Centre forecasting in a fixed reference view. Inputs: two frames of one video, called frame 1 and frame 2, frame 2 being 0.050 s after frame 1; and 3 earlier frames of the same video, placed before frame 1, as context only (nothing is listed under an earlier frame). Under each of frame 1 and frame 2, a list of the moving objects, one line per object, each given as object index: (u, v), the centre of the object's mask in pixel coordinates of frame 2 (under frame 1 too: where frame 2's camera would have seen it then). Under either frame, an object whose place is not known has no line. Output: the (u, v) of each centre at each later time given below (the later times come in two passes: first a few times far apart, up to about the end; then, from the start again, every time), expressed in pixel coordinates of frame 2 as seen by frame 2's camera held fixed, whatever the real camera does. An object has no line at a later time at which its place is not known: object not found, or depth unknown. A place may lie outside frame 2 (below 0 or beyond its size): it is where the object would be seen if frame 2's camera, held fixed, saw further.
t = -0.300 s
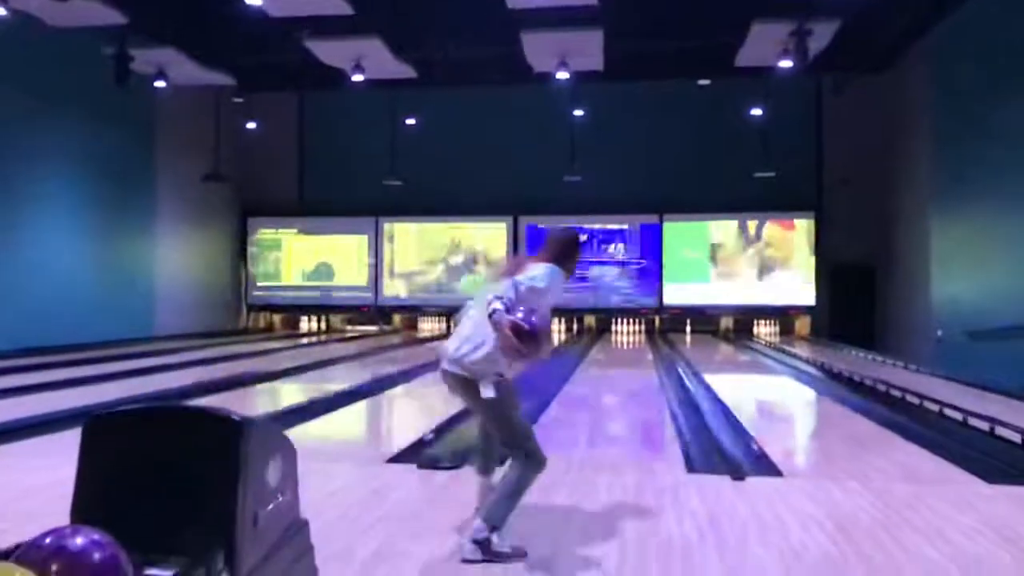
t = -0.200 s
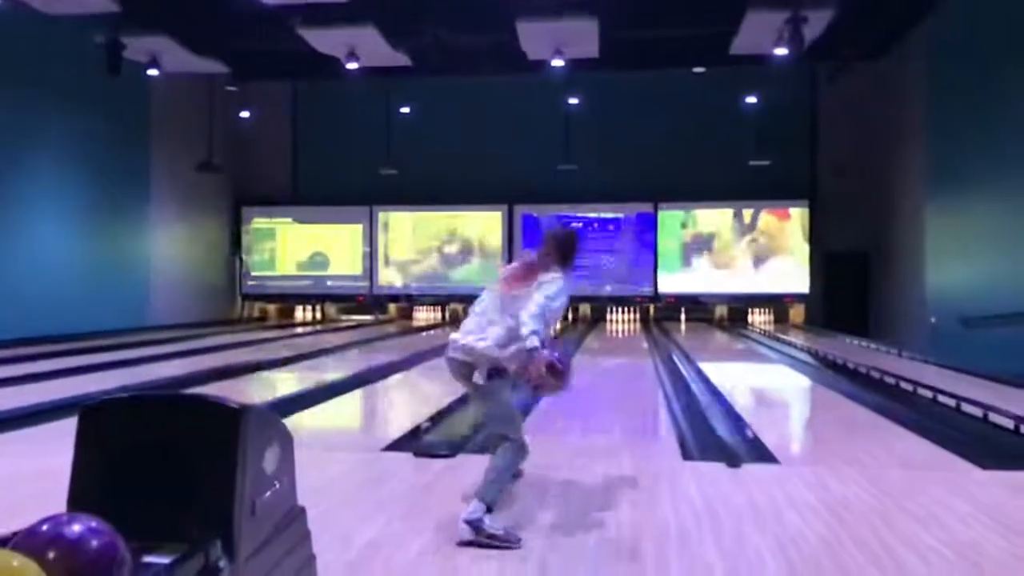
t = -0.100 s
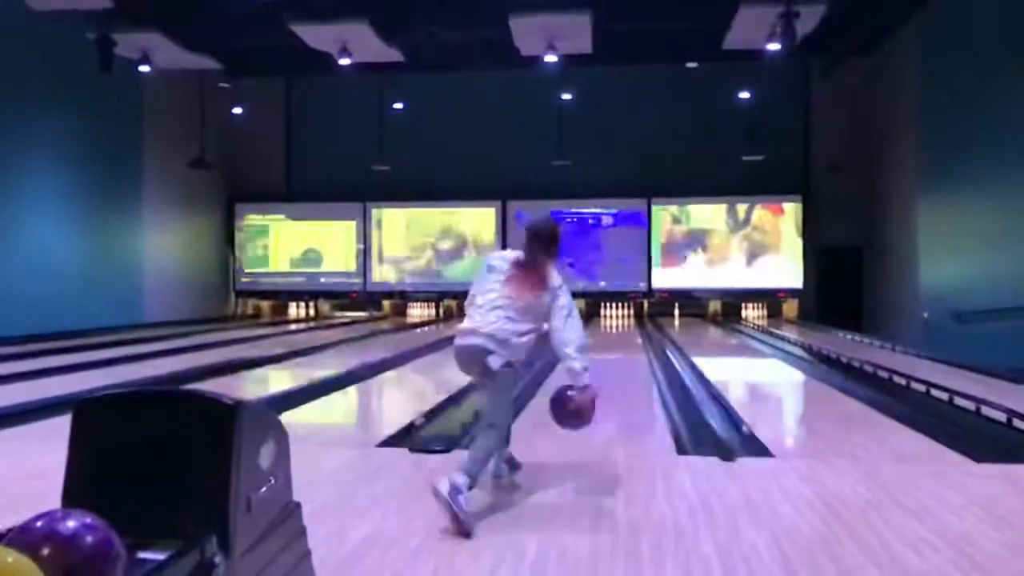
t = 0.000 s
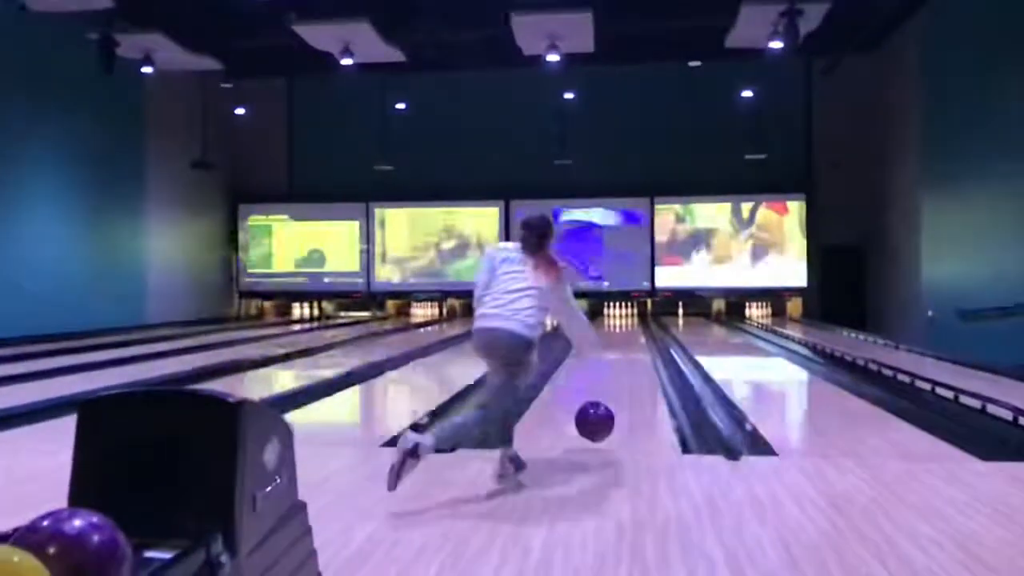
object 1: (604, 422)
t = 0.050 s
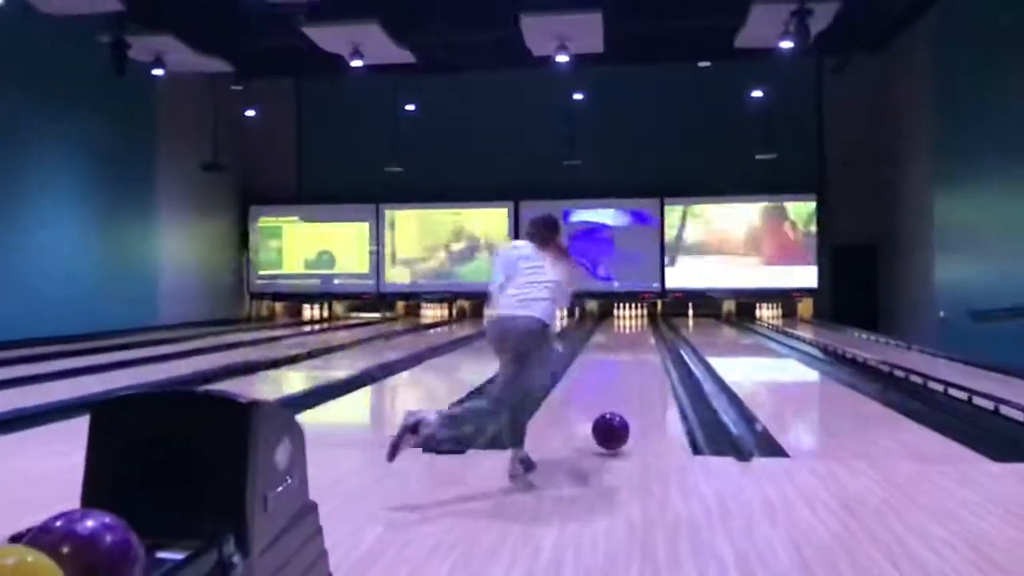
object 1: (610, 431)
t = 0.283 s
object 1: (627, 398)
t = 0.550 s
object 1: (638, 374)
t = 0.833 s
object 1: (644, 358)
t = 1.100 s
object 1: (648, 347)
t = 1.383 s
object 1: (649, 338)
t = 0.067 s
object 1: (612, 432)
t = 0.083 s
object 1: (614, 426)
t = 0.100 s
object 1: (615, 420)
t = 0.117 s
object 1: (616, 416)
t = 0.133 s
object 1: (618, 413)
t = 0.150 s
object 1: (619, 410)
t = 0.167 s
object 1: (620, 407)
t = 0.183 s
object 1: (621, 405)
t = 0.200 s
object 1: (622, 404)
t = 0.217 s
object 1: (623, 403)
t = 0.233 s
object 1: (624, 402)
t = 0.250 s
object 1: (625, 403)
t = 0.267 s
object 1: (626, 401)
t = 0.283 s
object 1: (627, 398)
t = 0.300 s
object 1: (628, 397)
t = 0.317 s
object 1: (629, 395)
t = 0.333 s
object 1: (630, 393)
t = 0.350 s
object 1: (630, 391)
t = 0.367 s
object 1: (631, 390)
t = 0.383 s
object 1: (632, 388)
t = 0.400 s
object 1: (632, 387)
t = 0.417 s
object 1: (633, 384)
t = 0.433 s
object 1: (634, 383)
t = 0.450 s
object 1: (634, 382)
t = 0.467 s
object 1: (635, 380)
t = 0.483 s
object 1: (635, 379)
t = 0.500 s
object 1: (636, 378)
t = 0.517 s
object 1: (637, 376)
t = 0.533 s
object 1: (638, 375)
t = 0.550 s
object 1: (638, 374)
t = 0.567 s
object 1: (638, 373)
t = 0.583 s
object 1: (639, 372)
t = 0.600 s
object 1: (639, 371)
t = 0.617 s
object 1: (639, 370)
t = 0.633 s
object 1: (640, 369)
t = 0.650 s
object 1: (641, 367)
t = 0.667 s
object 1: (641, 366)
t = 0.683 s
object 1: (642, 366)
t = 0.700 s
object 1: (642, 364)
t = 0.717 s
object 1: (642, 364)
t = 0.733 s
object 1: (642, 363)
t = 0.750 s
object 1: (643, 362)
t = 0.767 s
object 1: (643, 361)
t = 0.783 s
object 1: (643, 360)
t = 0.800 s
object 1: (644, 359)
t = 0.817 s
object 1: (644, 359)
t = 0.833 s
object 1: (644, 358)
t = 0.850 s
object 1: (645, 357)
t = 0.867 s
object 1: (645, 356)
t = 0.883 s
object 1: (645, 355)
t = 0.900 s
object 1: (645, 355)
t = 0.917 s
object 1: (646, 353)
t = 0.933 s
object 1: (646, 353)
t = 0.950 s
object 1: (646, 353)
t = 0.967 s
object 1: (647, 352)
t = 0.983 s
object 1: (647, 351)
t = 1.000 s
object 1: (647, 350)
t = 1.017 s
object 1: (648, 349)
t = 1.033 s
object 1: (647, 349)
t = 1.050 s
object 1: (647, 348)
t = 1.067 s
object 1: (647, 348)
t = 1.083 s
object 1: (648, 347)
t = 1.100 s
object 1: (648, 347)
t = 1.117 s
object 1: (648, 346)
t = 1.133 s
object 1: (648, 345)
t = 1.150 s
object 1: (648, 345)
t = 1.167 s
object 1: (648, 343)
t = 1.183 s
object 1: (649, 344)
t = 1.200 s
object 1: (649, 344)
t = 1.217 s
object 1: (649, 342)
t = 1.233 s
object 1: (649, 342)
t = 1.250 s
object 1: (649, 341)
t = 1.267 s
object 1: (649, 341)
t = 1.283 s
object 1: (649, 341)
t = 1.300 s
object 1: (649, 340)
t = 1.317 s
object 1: (649, 340)
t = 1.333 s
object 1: (650, 340)
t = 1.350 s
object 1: (650, 340)
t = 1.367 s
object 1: (649, 339)
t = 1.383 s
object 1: (649, 338)
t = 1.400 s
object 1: (649, 338)
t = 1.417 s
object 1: (649, 337)
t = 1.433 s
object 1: (649, 336)
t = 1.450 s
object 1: (649, 336)
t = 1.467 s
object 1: (649, 336)
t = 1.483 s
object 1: (650, 336)
